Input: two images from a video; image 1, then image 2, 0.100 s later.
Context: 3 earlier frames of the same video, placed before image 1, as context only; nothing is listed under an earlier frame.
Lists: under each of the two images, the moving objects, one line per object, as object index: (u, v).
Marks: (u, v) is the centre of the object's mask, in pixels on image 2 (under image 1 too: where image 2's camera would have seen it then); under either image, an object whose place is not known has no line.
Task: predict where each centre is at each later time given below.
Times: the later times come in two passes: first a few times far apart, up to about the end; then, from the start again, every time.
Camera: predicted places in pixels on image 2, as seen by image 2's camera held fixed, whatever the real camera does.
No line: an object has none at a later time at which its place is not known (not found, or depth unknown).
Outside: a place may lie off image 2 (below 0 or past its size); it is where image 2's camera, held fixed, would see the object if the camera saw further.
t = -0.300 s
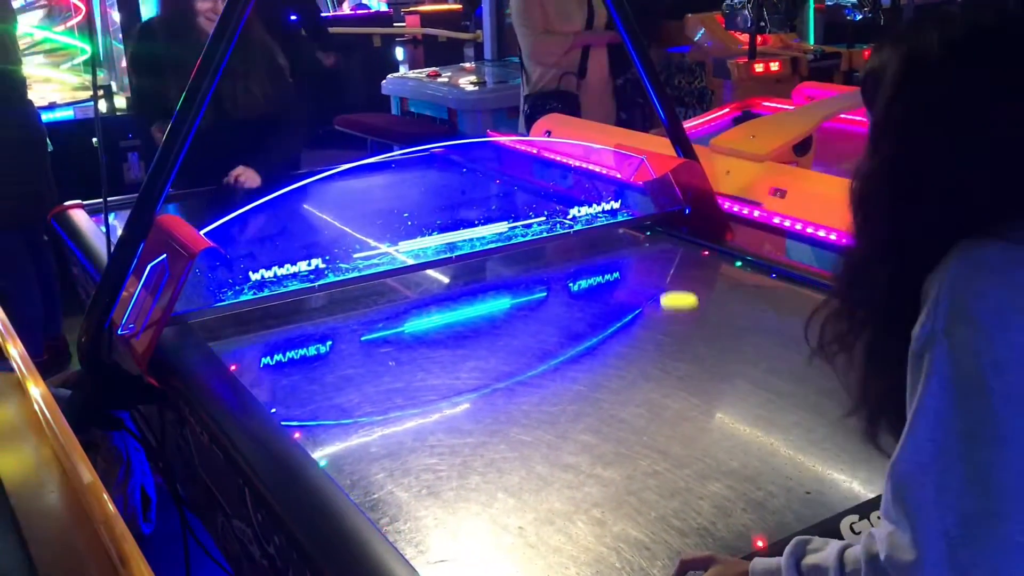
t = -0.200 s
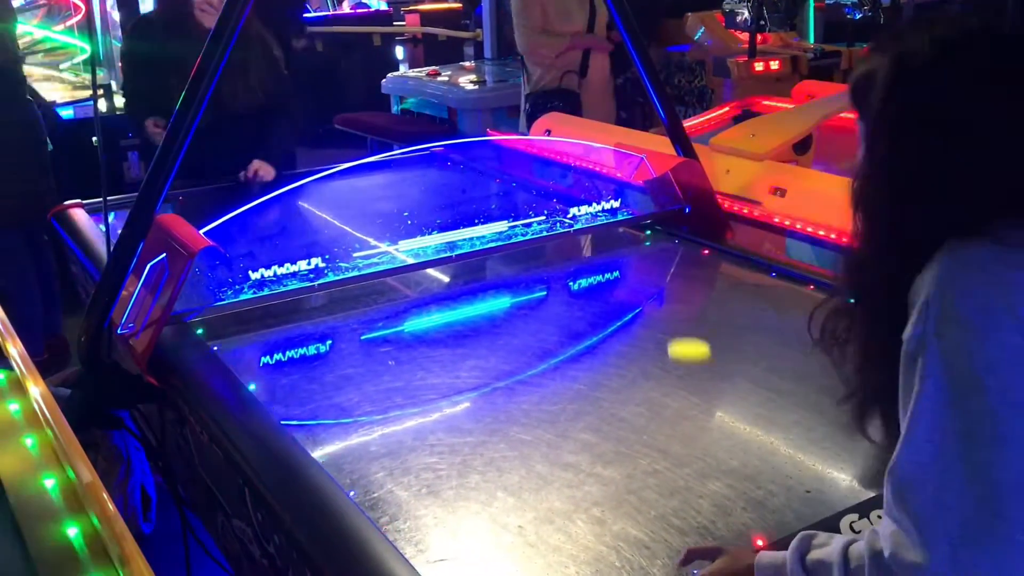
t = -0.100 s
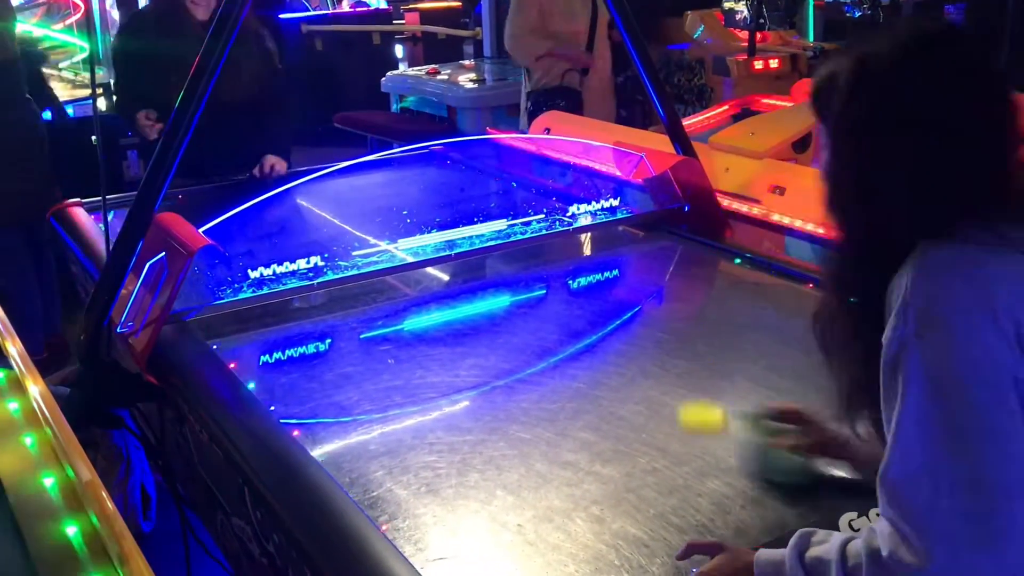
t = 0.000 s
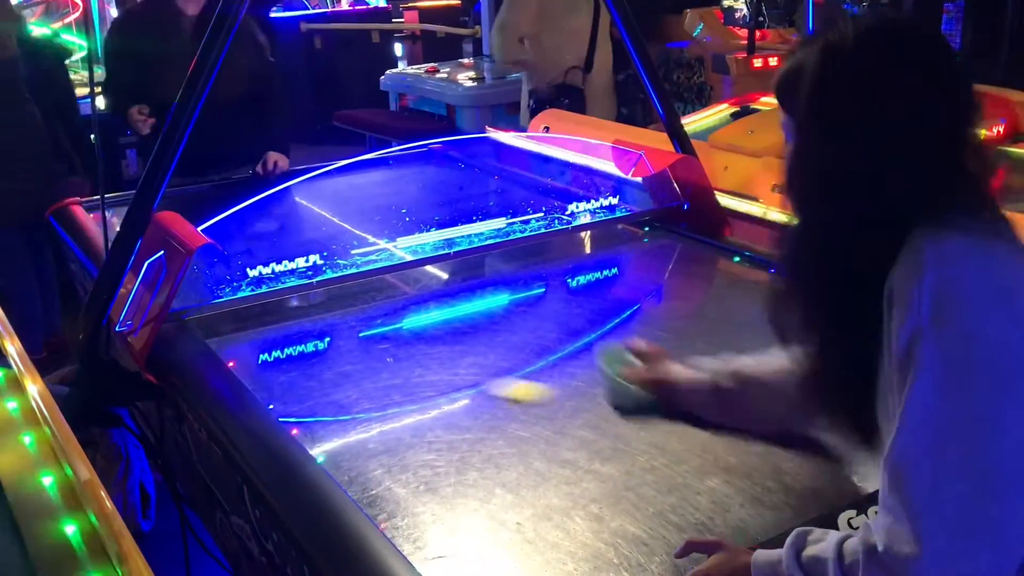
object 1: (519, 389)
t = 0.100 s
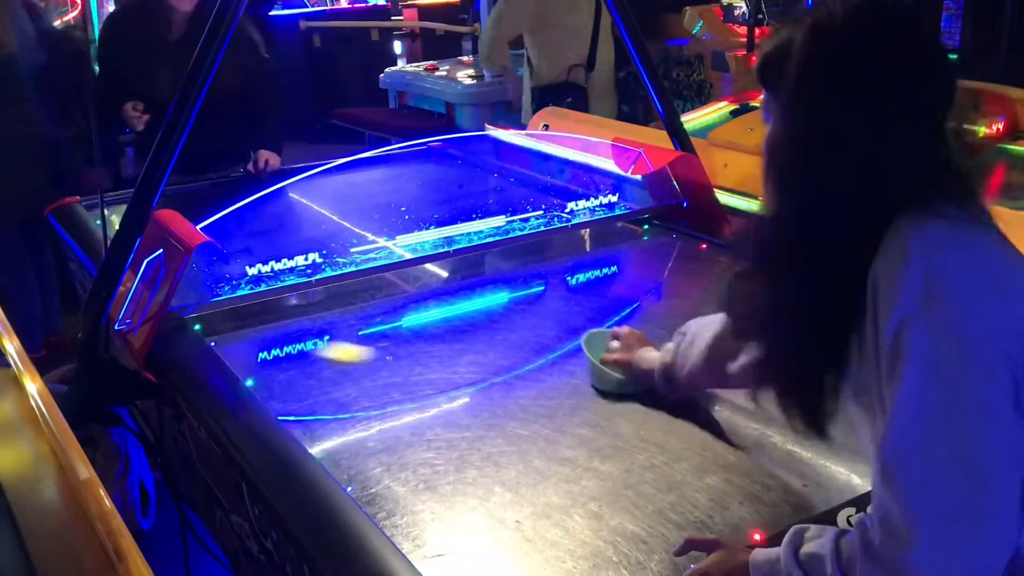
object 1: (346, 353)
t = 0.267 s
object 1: (201, 293)
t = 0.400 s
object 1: (214, 244)
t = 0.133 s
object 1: (293, 342)
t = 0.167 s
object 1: (246, 333)
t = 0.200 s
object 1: (211, 324)
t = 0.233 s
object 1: (201, 312)
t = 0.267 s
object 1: (201, 293)
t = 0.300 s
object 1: (205, 280)
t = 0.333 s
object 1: (207, 267)
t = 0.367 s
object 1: (209, 255)
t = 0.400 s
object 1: (214, 244)
